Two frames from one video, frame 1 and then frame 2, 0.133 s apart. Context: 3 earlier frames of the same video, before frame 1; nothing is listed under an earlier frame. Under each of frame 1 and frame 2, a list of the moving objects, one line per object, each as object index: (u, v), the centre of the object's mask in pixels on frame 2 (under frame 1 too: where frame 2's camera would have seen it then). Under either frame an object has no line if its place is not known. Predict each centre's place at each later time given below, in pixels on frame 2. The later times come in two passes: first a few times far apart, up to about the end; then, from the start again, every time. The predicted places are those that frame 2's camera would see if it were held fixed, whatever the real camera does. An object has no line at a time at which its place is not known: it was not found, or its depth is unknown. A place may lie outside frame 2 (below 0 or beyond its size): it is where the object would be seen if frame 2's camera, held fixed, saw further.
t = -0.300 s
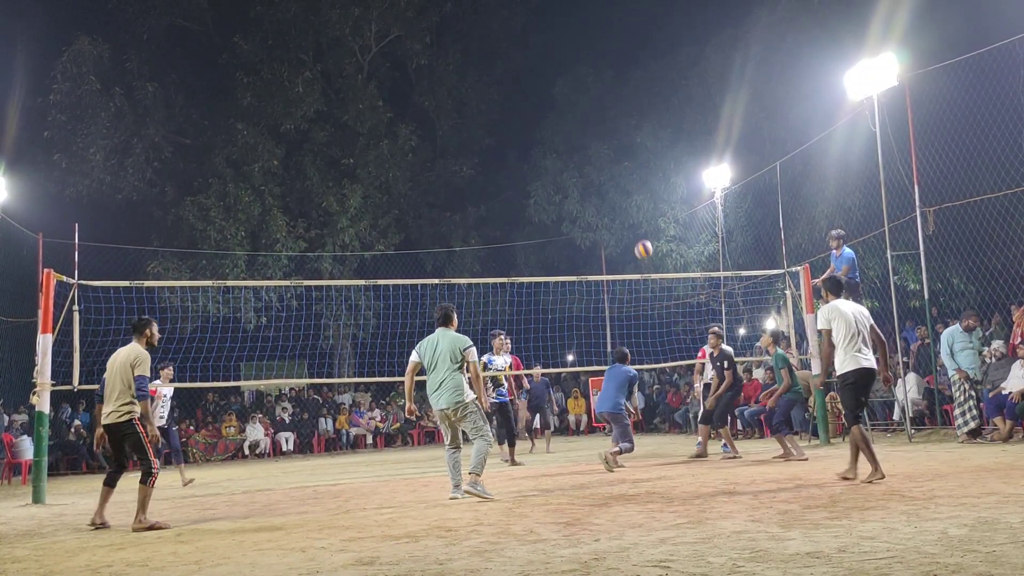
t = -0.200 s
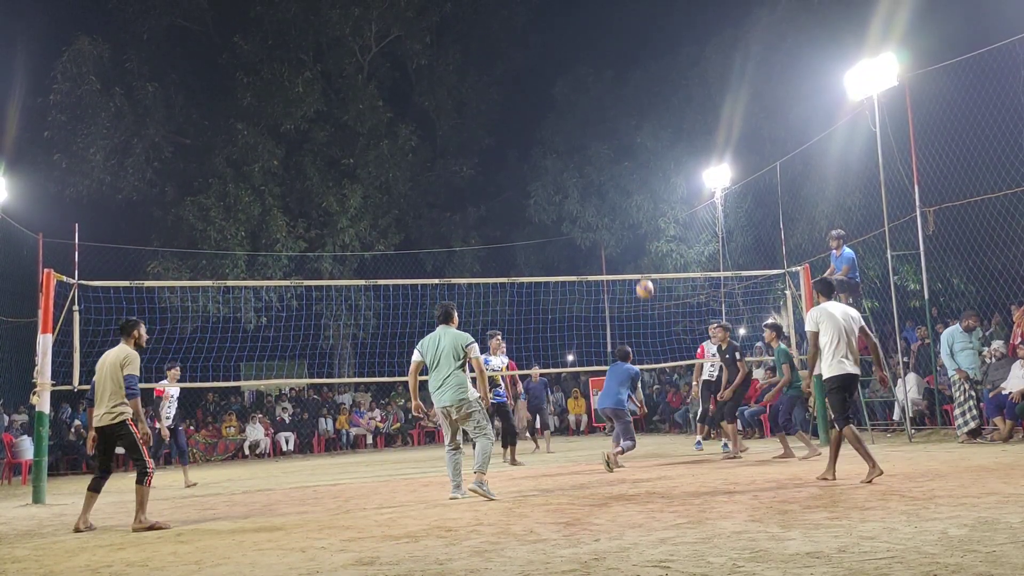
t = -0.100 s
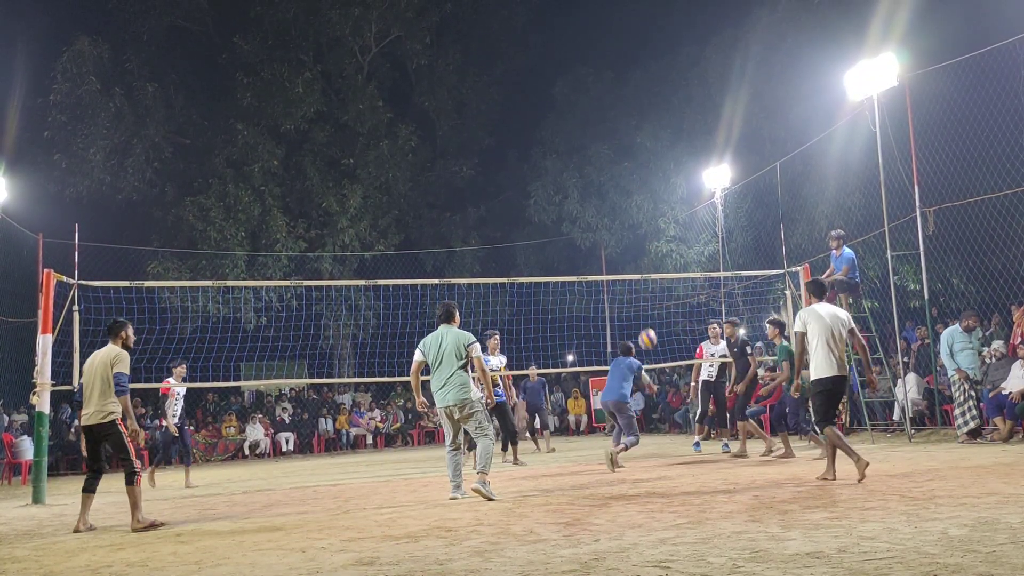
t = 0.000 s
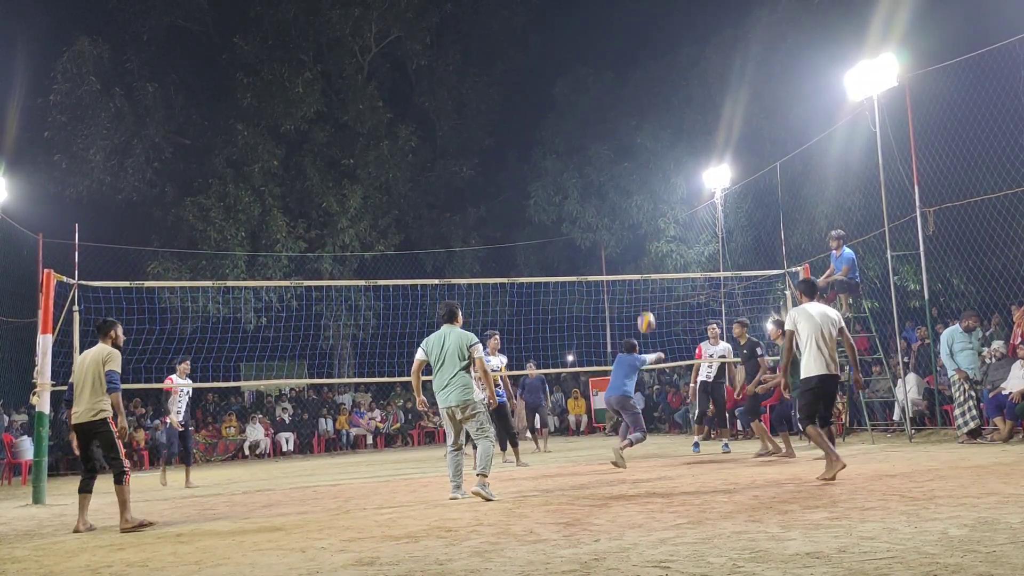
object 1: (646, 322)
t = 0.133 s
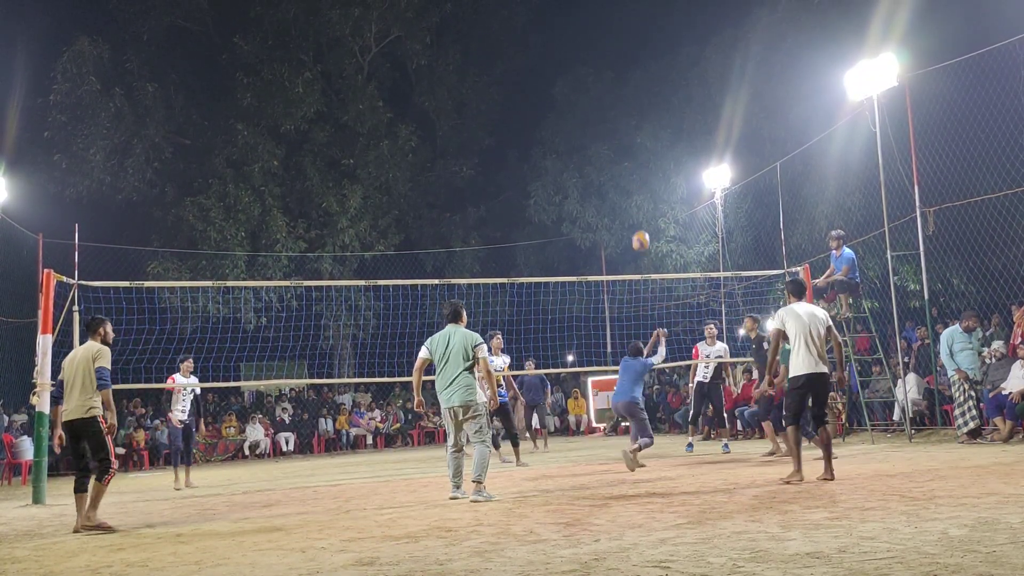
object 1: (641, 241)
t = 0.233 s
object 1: (637, 190)
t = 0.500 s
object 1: (632, 93)
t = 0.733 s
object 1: (630, 54)
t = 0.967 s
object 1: (631, 57)
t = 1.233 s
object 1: (636, 111)
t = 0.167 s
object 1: (639, 223)
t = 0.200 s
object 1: (638, 206)
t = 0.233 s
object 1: (637, 190)
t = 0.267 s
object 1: (636, 175)
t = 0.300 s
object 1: (635, 160)
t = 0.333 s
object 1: (634, 147)
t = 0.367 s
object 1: (634, 135)
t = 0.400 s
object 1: (633, 123)
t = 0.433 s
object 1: (632, 112)
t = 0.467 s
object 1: (632, 102)
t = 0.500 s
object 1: (632, 93)
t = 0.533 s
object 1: (631, 85)
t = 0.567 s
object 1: (631, 78)
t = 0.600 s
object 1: (631, 72)
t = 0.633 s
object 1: (630, 66)
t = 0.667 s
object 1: (630, 61)
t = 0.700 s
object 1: (630, 57)
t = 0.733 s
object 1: (630, 54)
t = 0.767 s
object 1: (630, 52)
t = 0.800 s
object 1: (630, 51)
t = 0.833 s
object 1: (630, 50)
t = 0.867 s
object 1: (630, 50)
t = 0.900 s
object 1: (631, 52)
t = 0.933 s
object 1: (631, 54)
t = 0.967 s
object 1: (631, 57)
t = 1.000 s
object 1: (632, 61)
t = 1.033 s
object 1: (632, 65)
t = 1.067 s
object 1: (633, 71)
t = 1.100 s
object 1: (633, 77)
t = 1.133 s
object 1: (634, 85)
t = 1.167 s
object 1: (635, 93)
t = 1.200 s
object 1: (636, 102)
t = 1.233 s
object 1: (636, 111)
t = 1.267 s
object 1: (637, 122)
